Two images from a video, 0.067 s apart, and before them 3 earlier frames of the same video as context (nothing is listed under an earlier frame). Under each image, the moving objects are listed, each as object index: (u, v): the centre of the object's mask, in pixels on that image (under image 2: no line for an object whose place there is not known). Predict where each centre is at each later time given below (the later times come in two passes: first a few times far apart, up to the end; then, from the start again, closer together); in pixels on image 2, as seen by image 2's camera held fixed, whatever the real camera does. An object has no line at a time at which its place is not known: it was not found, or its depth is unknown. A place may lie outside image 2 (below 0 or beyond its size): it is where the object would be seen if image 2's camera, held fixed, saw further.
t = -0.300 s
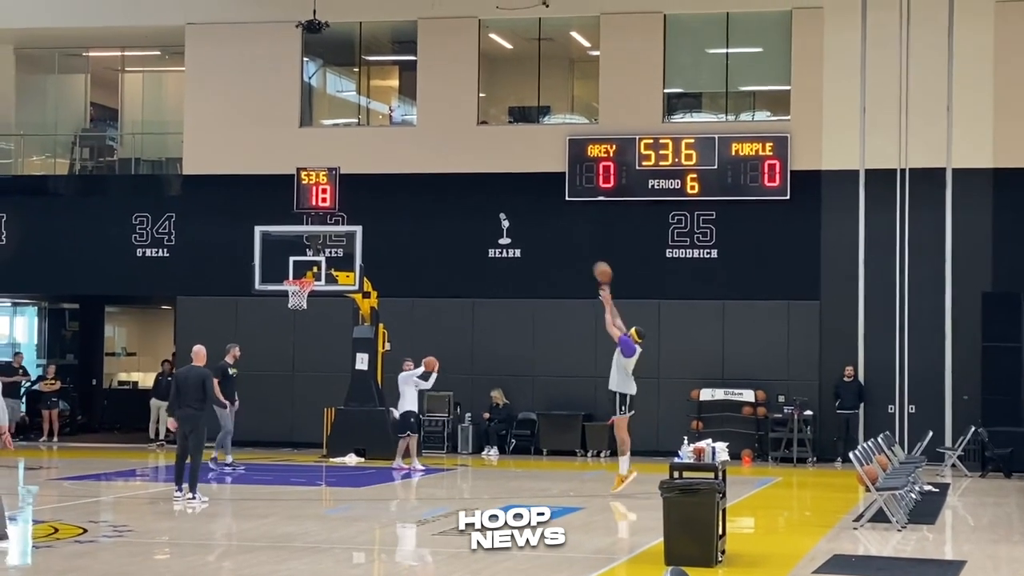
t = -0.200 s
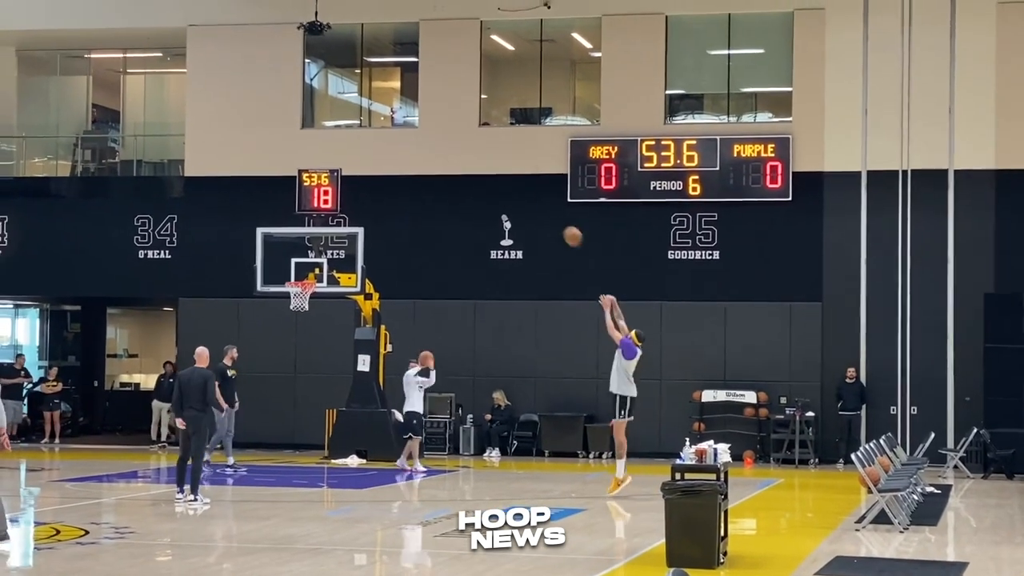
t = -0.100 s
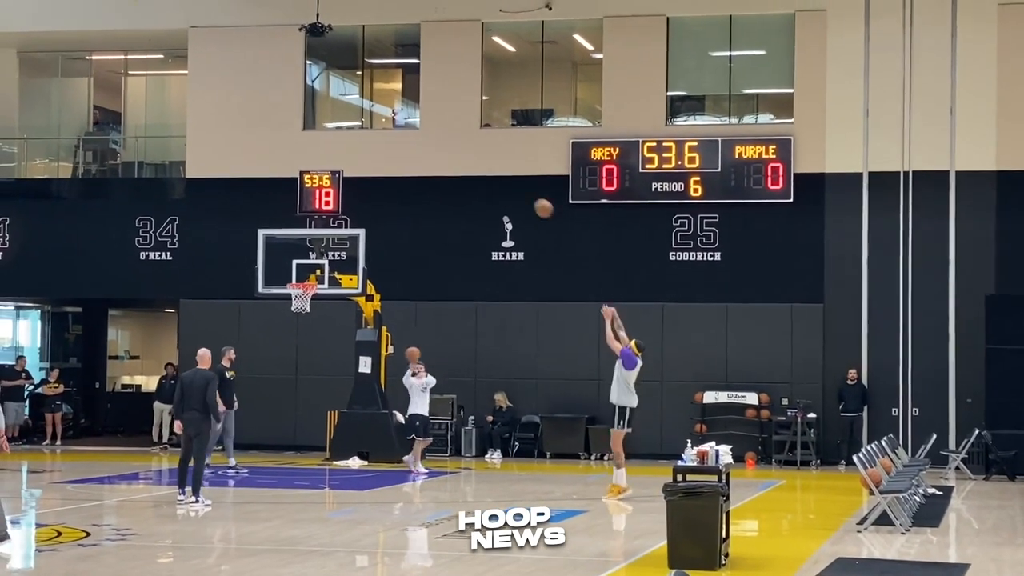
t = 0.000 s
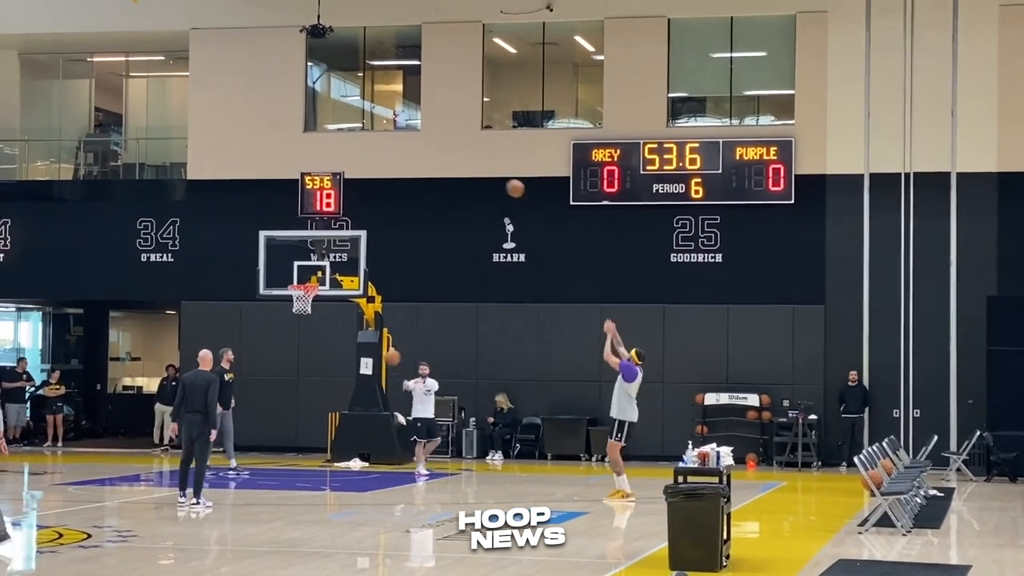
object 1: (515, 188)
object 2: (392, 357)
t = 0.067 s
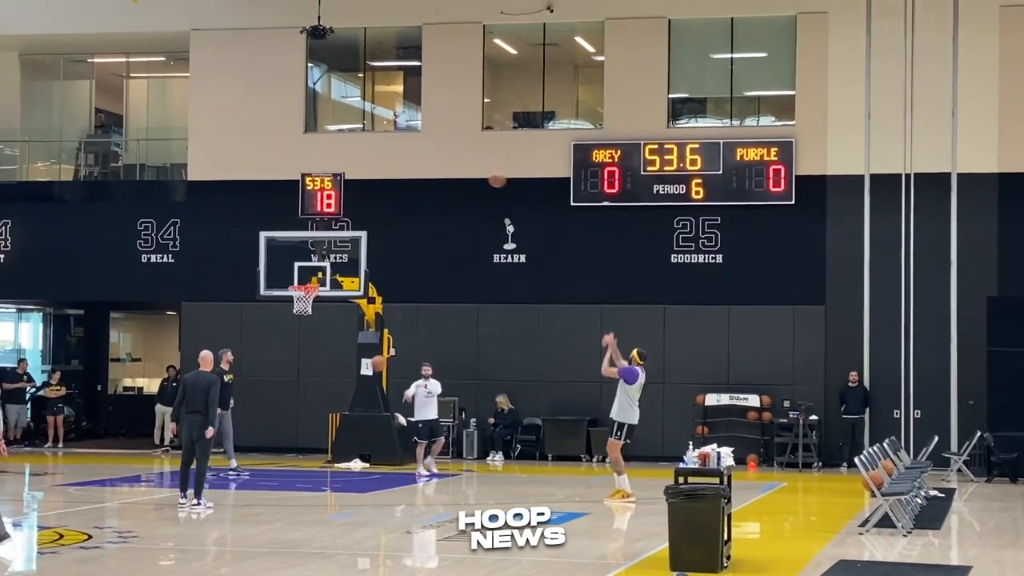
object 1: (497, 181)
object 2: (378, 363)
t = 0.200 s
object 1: (461, 169)
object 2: (348, 381)
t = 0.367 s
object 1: (419, 171)
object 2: (307, 422)
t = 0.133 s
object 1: (479, 173)
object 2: (362, 372)
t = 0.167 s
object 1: (469, 171)
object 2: (355, 376)
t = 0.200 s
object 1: (461, 169)
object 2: (348, 381)
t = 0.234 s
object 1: (452, 168)
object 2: (340, 388)
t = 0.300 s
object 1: (436, 168)
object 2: (324, 403)
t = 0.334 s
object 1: (427, 169)
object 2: (315, 412)
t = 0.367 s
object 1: (419, 171)
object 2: (307, 422)
